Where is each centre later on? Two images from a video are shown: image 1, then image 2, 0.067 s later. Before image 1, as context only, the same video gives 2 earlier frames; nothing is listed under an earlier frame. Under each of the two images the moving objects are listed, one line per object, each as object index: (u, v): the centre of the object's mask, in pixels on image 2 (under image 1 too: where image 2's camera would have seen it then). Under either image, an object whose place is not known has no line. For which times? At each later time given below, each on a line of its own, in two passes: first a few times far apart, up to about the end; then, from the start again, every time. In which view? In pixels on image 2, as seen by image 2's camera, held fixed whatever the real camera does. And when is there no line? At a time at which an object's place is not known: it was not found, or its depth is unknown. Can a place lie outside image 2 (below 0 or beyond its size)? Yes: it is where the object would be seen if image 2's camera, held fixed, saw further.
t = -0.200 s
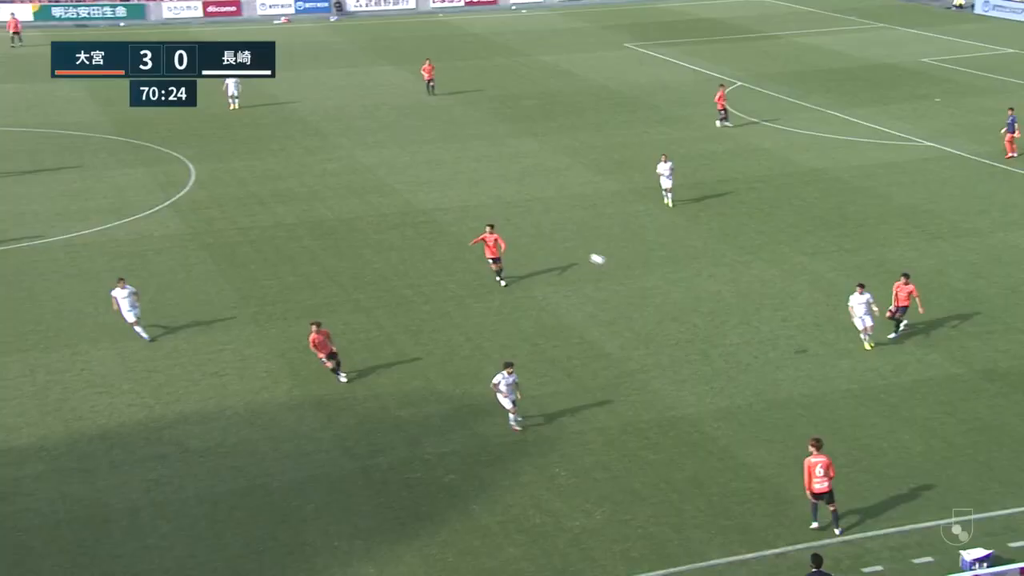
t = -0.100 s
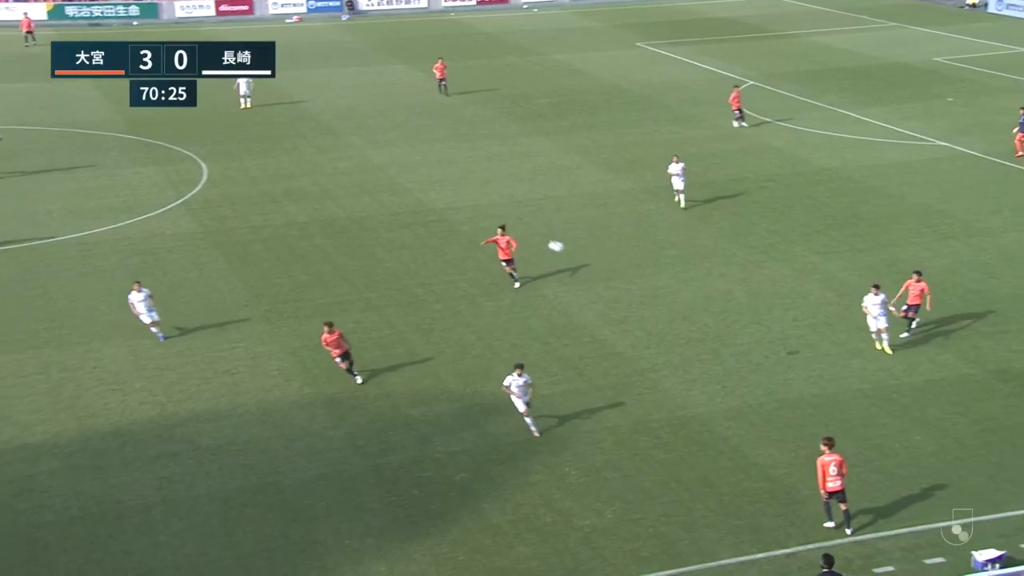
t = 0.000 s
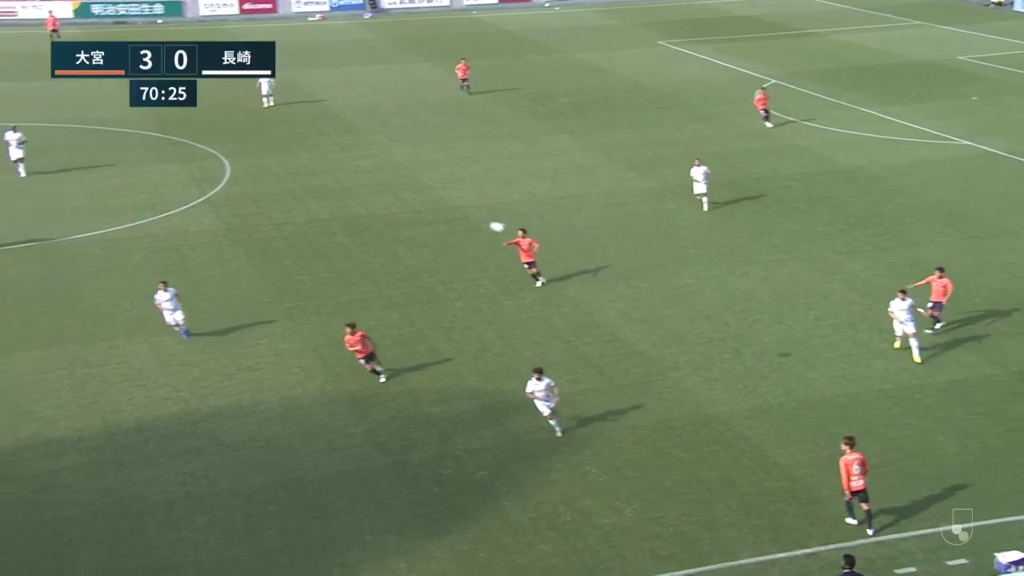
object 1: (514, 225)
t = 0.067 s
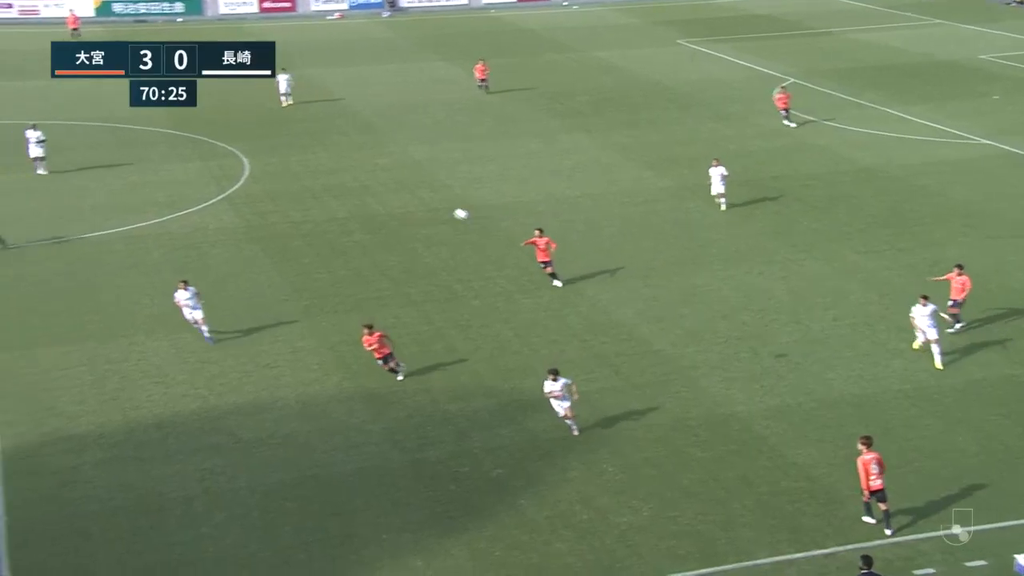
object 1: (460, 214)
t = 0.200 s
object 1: (351, 193)
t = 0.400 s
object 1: (181, 169)
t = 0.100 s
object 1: (434, 209)
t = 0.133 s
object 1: (406, 203)
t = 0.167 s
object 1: (378, 199)
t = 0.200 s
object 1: (351, 193)
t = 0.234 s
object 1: (322, 189)
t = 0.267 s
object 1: (294, 185)
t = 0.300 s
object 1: (266, 181)
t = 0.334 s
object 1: (238, 176)
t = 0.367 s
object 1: (210, 172)
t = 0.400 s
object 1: (181, 169)
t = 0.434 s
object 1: (153, 165)
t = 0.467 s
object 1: (124, 163)
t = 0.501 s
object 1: (95, 160)
